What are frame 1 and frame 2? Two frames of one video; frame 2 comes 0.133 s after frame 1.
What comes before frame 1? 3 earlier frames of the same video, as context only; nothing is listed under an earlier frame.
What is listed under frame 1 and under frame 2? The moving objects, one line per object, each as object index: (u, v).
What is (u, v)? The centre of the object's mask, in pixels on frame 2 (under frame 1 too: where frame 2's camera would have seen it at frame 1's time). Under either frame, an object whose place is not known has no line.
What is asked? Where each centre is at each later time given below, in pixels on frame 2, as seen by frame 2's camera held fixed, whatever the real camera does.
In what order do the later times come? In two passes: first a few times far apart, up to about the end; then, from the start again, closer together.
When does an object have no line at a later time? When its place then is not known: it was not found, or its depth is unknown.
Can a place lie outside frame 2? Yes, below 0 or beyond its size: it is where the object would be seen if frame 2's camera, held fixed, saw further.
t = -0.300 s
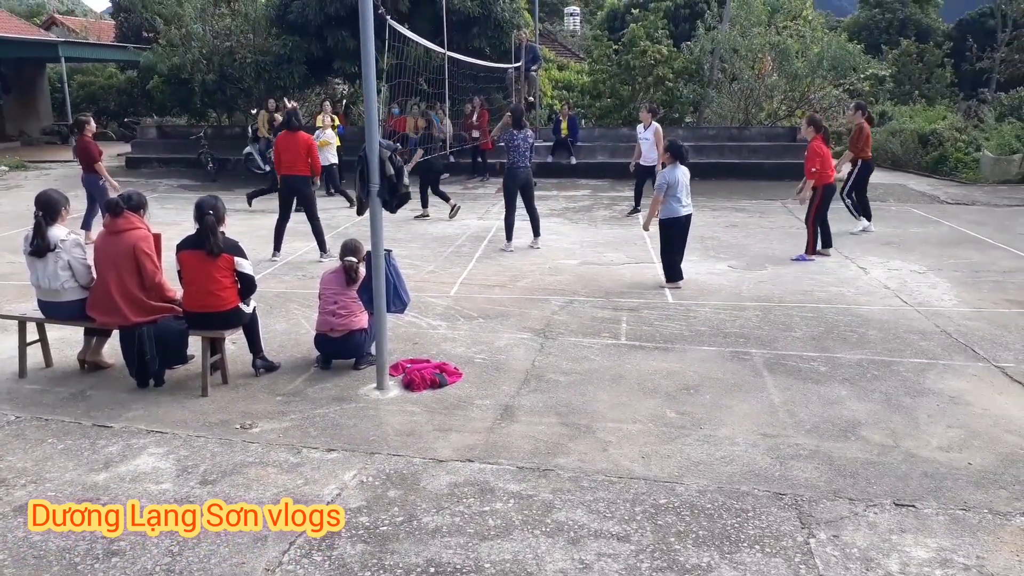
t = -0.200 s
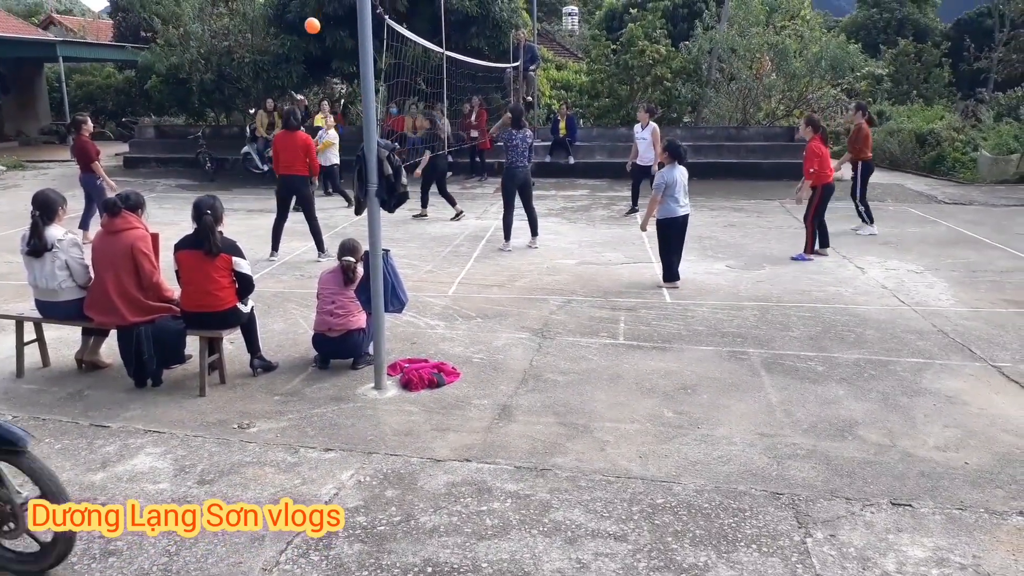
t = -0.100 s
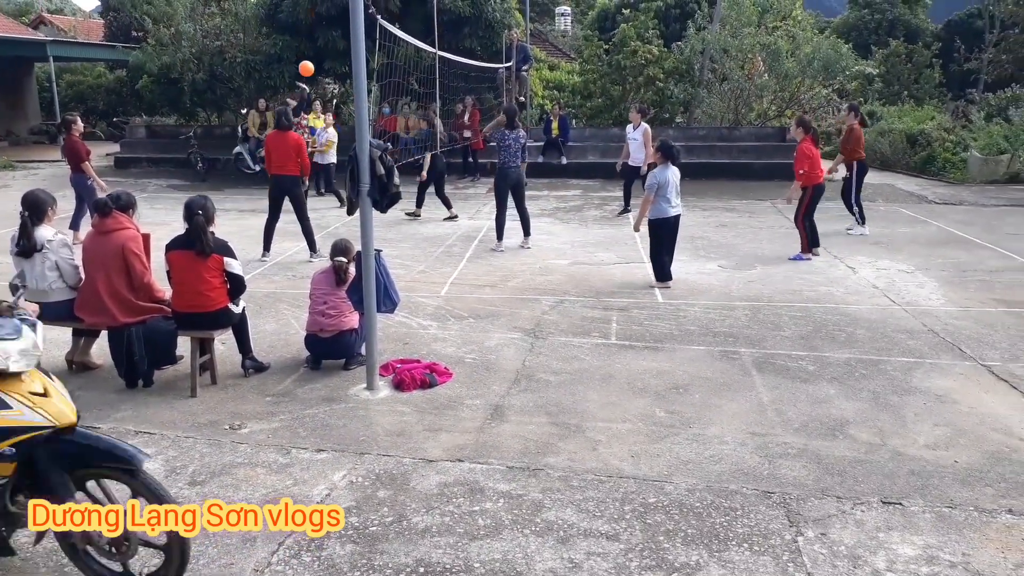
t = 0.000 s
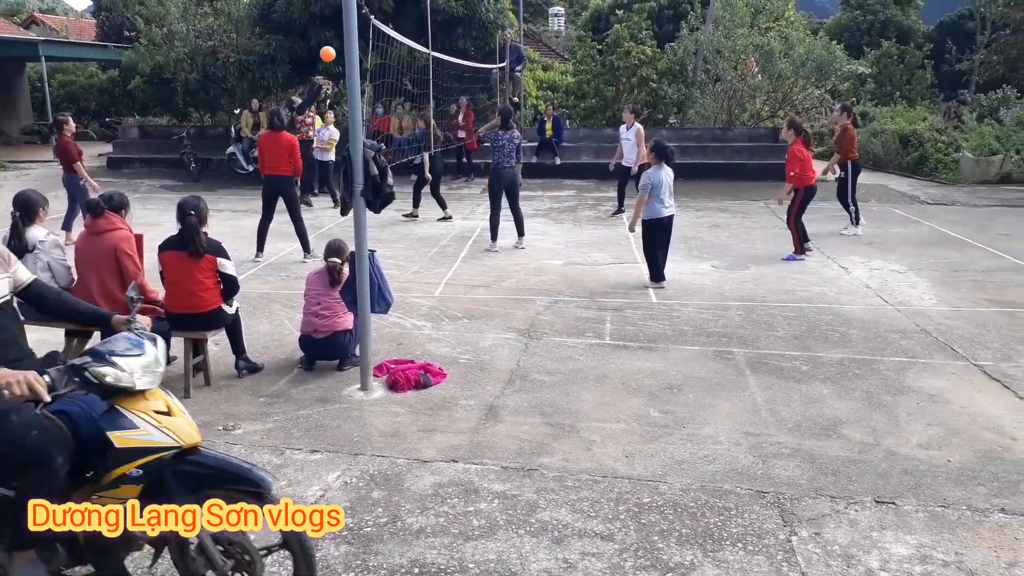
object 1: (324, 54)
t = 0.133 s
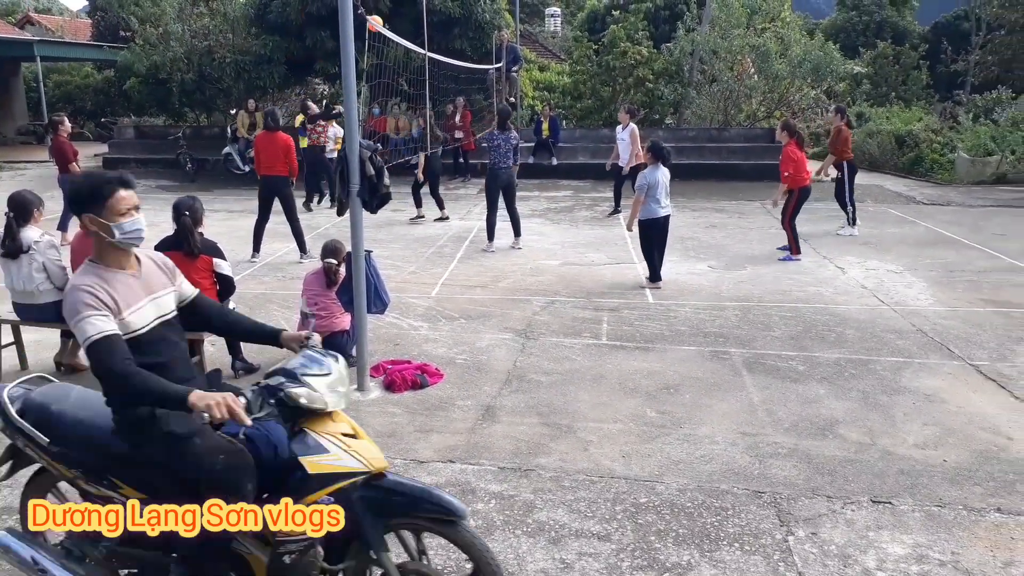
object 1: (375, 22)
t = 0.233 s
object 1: (414, 9)
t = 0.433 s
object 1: (494, 2)
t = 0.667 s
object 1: (585, 33)
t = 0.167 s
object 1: (388, 18)
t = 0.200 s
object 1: (401, 13)
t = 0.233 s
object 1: (414, 9)
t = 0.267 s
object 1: (427, 6)
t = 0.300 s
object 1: (441, 4)
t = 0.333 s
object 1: (454, 3)
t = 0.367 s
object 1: (467, 2)
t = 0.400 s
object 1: (481, 2)
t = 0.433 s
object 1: (494, 2)
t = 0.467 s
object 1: (507, 4)
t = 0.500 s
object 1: (520, 7)
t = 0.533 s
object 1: (533, 10)
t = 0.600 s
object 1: (560, 21)
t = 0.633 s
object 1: (572, 26)
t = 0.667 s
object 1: (585, 33)
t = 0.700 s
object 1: (598, 41)
